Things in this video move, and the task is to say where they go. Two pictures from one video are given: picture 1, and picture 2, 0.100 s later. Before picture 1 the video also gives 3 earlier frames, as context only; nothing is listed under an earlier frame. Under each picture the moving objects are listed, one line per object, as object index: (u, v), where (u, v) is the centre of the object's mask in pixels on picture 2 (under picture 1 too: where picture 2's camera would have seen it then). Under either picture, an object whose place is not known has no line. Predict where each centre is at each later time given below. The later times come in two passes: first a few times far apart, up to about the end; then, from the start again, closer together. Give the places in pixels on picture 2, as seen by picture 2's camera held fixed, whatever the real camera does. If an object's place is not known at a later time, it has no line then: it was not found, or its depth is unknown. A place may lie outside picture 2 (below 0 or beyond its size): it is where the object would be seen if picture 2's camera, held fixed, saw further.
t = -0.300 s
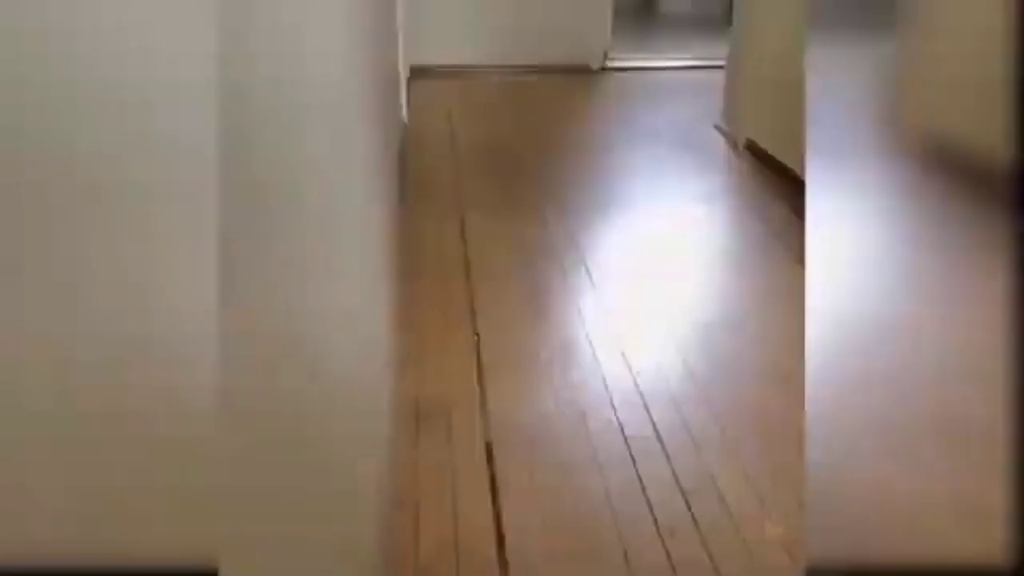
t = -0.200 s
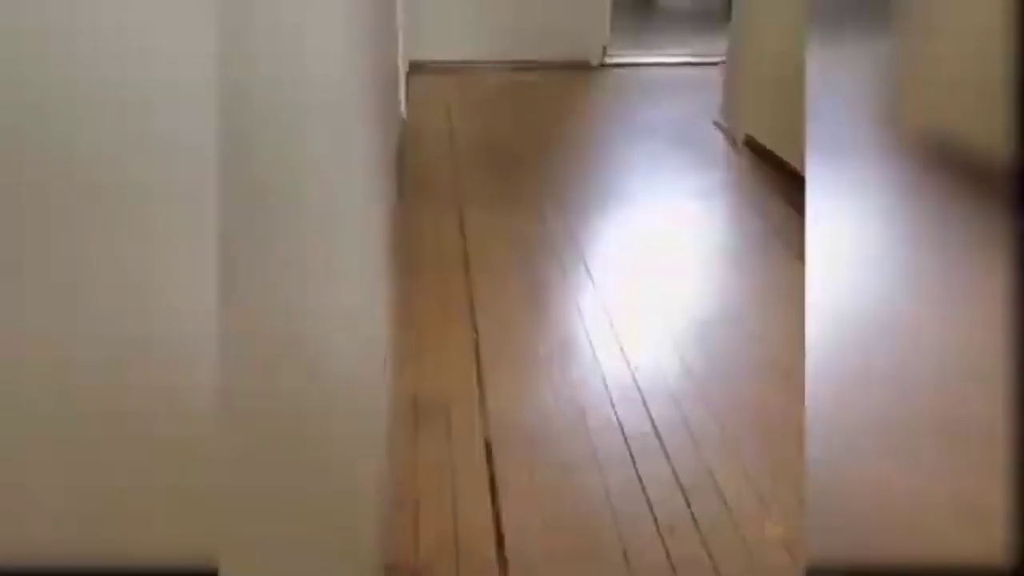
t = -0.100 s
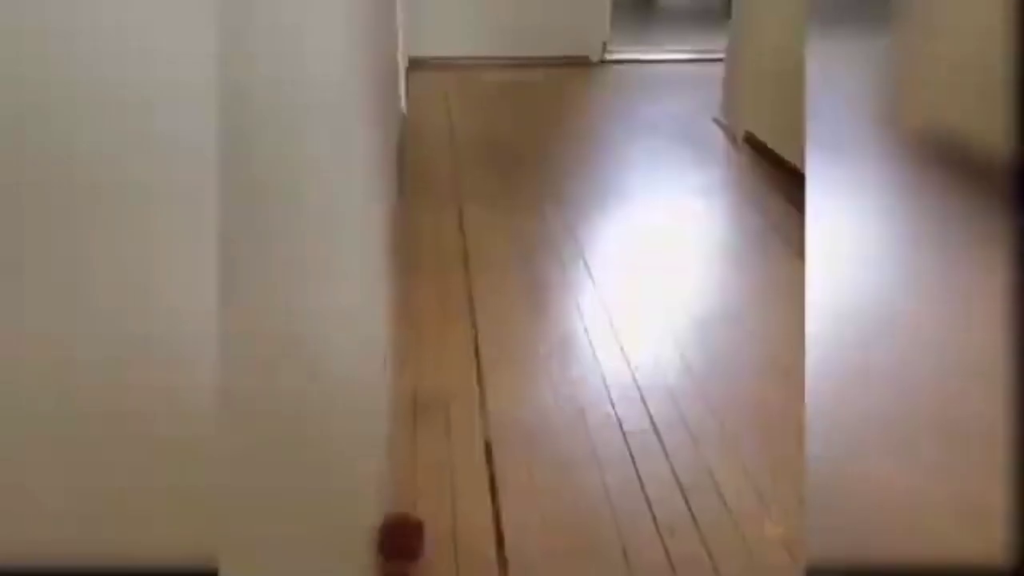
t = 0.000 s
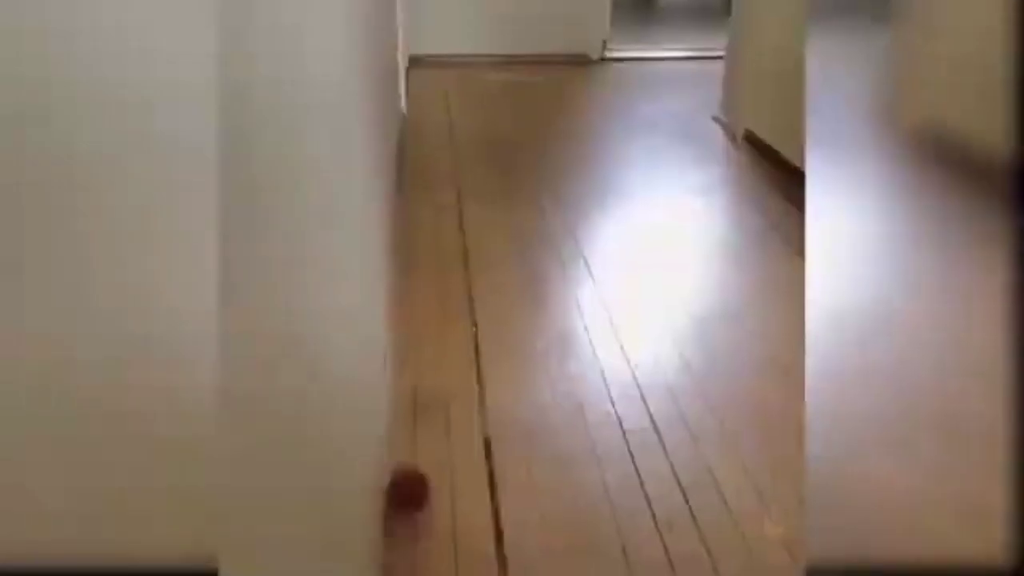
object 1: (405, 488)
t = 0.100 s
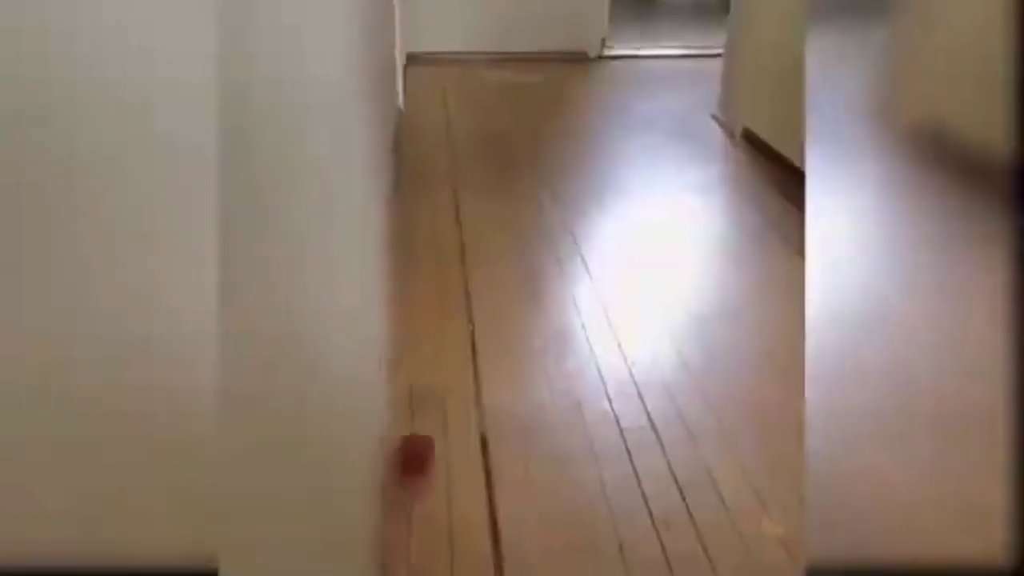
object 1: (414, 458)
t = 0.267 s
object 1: (428, 411)
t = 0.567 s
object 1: (445, 371)
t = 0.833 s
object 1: (446, 365)
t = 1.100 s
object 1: (444, 370)
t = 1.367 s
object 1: (444, 369)
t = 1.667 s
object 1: (445, 367)
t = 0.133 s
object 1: (418, 444)
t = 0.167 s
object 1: (421, 436)
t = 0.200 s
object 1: (422, 426)
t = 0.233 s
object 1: (425, 418)
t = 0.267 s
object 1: (428, 411)
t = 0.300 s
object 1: (428, 405)
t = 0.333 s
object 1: (430, 400)
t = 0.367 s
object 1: (431, 394)
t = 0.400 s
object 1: (433, 390)
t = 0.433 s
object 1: (437, 385)
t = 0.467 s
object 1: (440, 380)
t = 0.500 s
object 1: (443, 376)
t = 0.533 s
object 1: (444, 374)
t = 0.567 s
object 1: (445, 371)
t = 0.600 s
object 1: (447, 369)
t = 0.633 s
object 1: (446, 367)
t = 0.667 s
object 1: (445, 365)
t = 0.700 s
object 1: (446, 364)
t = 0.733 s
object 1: (446, 364)
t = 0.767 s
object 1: (446, 364)
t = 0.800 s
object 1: (447, 364)
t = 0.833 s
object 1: (446, 365)
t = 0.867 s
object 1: (445, 367)
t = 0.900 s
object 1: (445, 368)
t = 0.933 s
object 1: (444, 368)
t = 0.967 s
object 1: (444, 369)
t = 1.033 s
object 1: (444, 370)
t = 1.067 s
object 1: (444, 370)
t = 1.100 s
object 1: (444, 370)
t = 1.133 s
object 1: (444, 370)
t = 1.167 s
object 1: (444, 370)
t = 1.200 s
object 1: (444, 370)
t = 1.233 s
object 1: (444, 369)
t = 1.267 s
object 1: (444, 369)
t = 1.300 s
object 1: (444, 369)
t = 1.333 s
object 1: (444, 369)
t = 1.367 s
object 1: (444, 369)
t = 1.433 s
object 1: (444, 369)
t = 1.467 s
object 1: (444, 368)
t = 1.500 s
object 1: (444, 368)
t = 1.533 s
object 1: (445, 368)
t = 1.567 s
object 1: (444, 368)
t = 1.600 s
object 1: (445, 368)
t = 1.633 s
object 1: (445, 368)
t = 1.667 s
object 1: (445, 367)
